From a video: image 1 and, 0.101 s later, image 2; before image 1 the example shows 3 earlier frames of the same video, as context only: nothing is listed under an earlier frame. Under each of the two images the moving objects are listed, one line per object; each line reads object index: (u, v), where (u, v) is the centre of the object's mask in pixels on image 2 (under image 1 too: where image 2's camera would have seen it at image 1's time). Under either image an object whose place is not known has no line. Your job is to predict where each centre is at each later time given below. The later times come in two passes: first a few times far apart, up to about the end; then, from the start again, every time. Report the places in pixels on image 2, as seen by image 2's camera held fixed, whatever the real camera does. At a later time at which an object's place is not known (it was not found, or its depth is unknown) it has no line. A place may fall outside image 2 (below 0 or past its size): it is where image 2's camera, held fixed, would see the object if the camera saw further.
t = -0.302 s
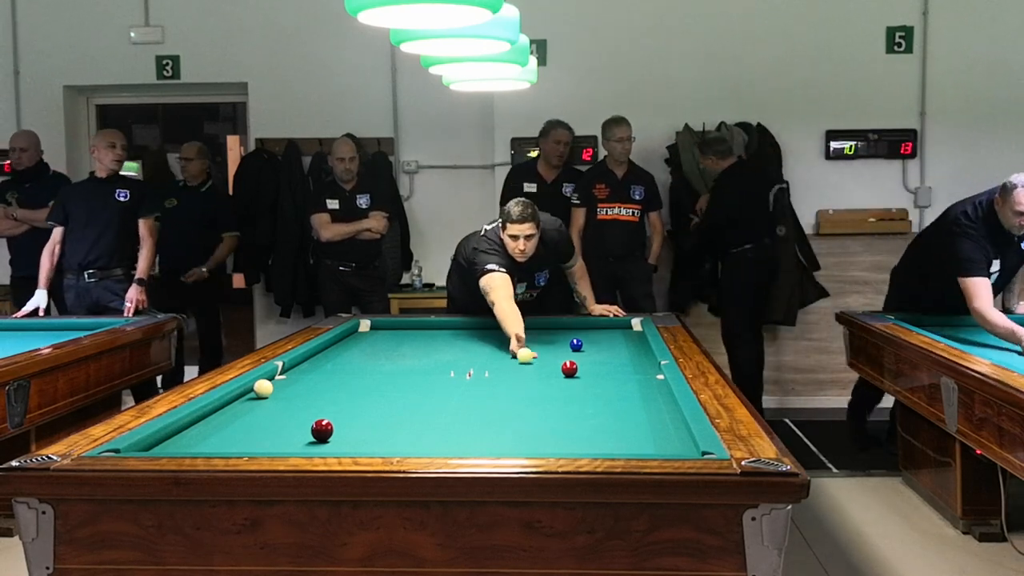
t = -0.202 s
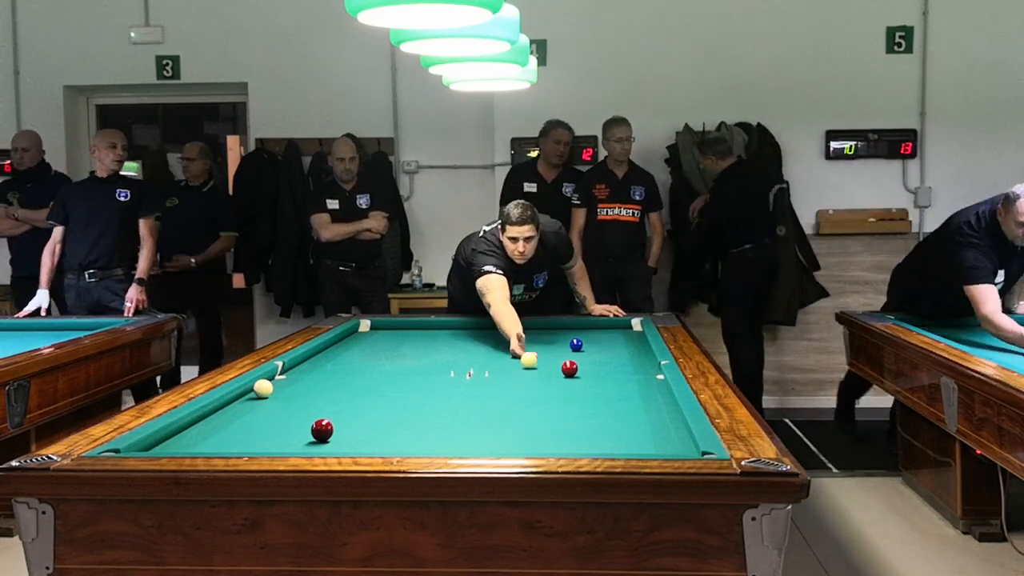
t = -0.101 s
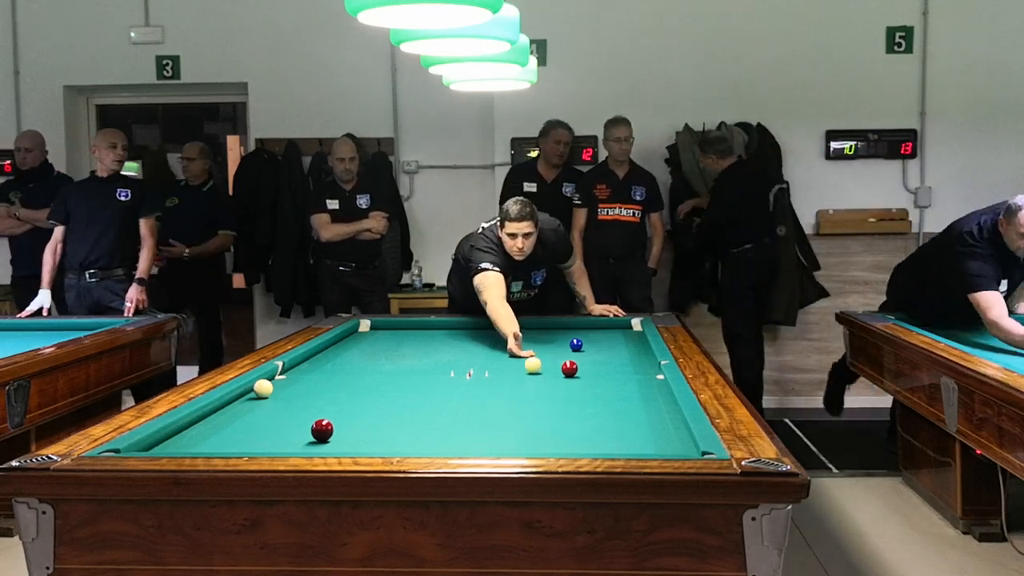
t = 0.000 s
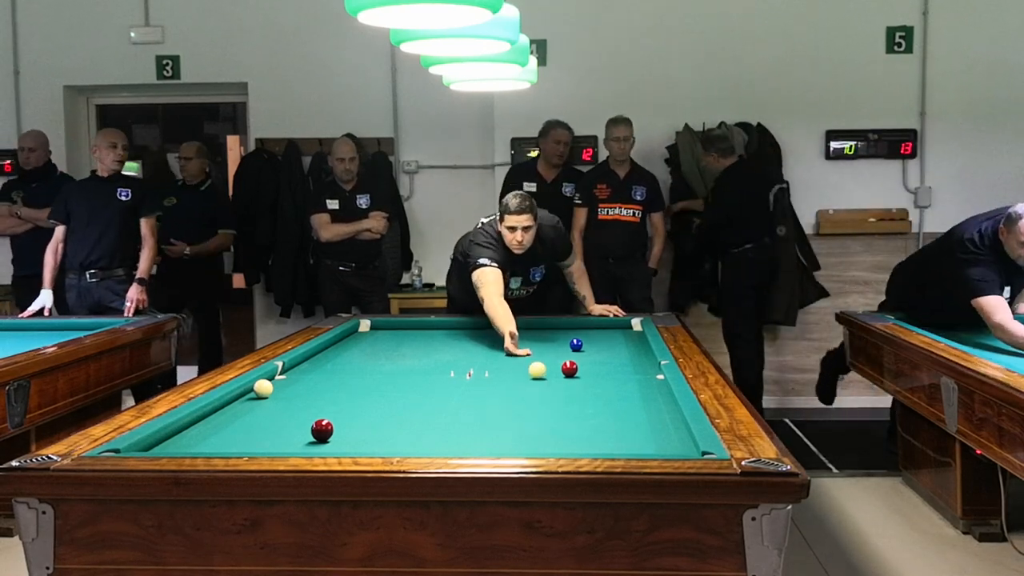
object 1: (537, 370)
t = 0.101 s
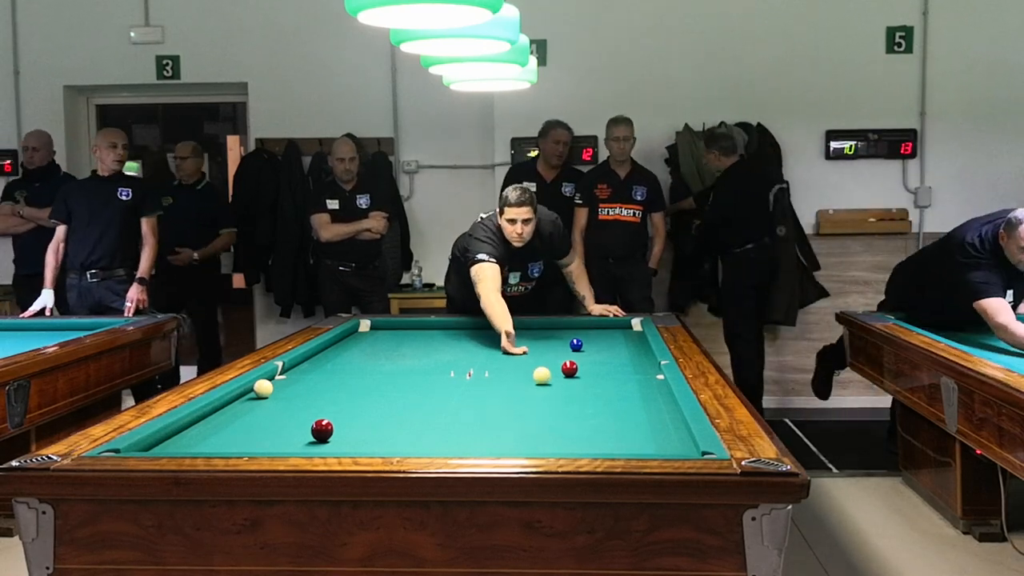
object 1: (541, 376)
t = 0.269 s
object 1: (550, 385)
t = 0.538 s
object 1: (565, 403)
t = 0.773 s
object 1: (581, 422)
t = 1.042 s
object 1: (602, 444)
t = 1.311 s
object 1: (620, 446)
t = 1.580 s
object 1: (631, 432)
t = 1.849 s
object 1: (640, 417)
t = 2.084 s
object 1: (647, 405)
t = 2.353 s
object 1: (654, 394)
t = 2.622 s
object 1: (656, 384)
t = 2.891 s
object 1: (648, 376)
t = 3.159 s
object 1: (641, 369)
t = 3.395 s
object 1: (636, 363)
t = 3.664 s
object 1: (630, 357)
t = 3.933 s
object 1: (625, 351)
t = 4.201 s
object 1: (620, 347)
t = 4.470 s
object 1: (616, 342)
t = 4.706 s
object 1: (613, 339)
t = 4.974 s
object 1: (609, 334)
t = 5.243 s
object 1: (605, 331)
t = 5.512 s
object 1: (602, 328)
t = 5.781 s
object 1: (599, 325)
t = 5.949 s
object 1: (597, 324)
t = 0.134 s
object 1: (543, 377)
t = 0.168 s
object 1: (544, 379)
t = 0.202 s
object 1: (546, 381)
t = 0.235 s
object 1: (548, 383)
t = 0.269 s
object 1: (550, 385)
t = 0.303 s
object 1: (551, 387)
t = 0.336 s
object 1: (553, 389)
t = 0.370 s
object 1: (555, 391)
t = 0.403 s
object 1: (557, 394)
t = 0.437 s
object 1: (559, 396)
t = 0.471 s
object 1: (561, 398)
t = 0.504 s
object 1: (563, 401)
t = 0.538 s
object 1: (565, 403)
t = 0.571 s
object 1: (567, 406)
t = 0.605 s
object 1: (569, 408)
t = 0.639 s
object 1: (571, 411)
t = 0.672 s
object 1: (574, 413)
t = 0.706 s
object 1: (576, 416)
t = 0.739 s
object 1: (578, 419)
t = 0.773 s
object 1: (581, 422)
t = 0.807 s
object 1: (583, 425)
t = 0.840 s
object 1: (586, 428)
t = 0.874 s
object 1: (588, 431)
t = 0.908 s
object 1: (591, 434)
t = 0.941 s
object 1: (594, 437)
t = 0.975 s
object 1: (596, 440)
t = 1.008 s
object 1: (599, 442)
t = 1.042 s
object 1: (602, 444)
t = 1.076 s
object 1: (605, 446)
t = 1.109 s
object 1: (608, 448)
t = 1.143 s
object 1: (611, 450)
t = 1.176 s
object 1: (614, 451)
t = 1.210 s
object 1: (616, 450)
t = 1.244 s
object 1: (617, 448)
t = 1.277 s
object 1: (619, 447)
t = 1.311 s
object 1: (620, 446)
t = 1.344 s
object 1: (622, 444)
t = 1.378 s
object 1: (623, 443)
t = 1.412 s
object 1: (625, 441)
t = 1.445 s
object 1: (626, 440)
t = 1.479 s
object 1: (627, 438)
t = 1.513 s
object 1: (629, 436)
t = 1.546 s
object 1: (630, 434)
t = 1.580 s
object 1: (631, 432)
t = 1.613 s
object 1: (633, 430)
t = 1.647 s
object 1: (634, 428)
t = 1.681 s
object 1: (635, 426)
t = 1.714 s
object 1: (636, 424)
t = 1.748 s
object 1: (637, 422)
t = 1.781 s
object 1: (638, 421)
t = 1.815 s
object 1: (640, 418)
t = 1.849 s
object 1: (640, 417)
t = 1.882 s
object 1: (642, 415)
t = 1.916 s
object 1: (642, 414)
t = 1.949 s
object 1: (644, 412)
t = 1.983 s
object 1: (644, 410)
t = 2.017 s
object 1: (646, 409)
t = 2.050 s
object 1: (646, 407)
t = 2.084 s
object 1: (647, 405)
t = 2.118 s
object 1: (648, 404)
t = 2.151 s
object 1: (649, 403)
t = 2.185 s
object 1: (650, 401)
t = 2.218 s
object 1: (651, 400)
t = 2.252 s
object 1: (652, 398)
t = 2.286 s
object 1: (653, 397)
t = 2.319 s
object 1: (653, 396)
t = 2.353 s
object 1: (654, 394)
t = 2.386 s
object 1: (655, 393)
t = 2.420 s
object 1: (656, 392)
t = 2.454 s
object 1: (656, 390)
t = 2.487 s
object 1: (657, 389)
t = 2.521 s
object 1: (658, 388)
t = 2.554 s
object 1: (657, 387)
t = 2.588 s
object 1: (657, 385)
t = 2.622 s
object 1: (656, 384)
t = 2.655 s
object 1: (655, 383)
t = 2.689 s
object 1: (654, 382)
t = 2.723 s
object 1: (653, 381)
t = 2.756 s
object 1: (652, 380)
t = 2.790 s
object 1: (651, 379)
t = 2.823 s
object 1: (650, 378)
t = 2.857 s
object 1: (649, 377)
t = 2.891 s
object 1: (648, 376)
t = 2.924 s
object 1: (647, 375)
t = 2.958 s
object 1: (646, 374)
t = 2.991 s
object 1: (645, 373)
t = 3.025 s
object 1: (644, 372)
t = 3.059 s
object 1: (644, 371)
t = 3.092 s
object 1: (643, 371)
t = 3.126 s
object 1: (642, 370)
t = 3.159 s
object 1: (641, 369)
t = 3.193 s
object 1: (640, 368)
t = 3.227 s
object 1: (640, 367)
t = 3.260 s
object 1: (639, 366)
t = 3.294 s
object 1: (638, 365)
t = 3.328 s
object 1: (637, 364)
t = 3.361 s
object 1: (637, 364)
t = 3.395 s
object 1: (636, 363)
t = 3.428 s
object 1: (635, 362)
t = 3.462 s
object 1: (634, 362)
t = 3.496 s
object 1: (633, 361)
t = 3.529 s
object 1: (633, 360)
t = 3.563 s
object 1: (632, 359)
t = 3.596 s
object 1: (631, 358)
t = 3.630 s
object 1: (631, 358)
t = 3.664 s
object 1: (630, 357)
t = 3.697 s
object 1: (629, 356)
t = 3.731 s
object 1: (629, 355)
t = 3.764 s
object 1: (628, 355)
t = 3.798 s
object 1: (627, 354)
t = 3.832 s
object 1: (627, 354)
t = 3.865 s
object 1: (626, 353)
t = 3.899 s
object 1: (626, 352)
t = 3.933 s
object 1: (625, 351)
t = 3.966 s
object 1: (624, 351)
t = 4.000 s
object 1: (624, 350)
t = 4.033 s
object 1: (623, 350)
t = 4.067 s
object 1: (623, 349)
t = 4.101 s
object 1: (622, 348)
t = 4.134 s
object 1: (622, 348)
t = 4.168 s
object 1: (621, 347)
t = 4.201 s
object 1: (620, 347)
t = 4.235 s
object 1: (620, 346)
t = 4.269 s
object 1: (619, 345)
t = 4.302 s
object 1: (619, 345)
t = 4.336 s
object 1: (618, 344)
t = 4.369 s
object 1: (617, 344)
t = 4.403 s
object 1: (617, 343)
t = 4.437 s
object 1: (616, 343)
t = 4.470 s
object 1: (616, 342)
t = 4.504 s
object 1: (615, 342)
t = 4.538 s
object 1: (615, 341)
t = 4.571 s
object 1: (614, 341)
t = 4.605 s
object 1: (614, 340)
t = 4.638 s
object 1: (613, 340)
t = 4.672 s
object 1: (613, 339)
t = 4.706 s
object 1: (613, 339)
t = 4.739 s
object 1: (612, 338)
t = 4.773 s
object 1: (612, 338)
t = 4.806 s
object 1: (611, 337)
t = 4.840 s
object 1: (611, 337)
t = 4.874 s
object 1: (610, 336)
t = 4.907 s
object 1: (610, 336)
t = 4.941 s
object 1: (609, 335)
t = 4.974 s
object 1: (609, 334)
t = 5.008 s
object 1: (608, 334)
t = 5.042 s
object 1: (608, 333)
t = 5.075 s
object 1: (607, 333)
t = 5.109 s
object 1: (607, 333)
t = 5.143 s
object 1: (606, 332)
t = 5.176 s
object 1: (606, 332)
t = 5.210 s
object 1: (606, 331)
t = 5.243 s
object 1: (605, 331)
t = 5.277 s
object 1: (605, 331)
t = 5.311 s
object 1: (604, 330)
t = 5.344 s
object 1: (604, 329)
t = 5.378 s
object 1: (604, 329)
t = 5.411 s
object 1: (603, 329)
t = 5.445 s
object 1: (603, 328)
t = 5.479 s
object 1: (602, 328)
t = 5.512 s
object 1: (602, 328)
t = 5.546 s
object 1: (601, 327)
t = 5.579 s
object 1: (601, 327)
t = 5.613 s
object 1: (601, 326)
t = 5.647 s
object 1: (600, 326)
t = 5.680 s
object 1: (600, 326)
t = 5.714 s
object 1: (600, 326)
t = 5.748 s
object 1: (599, 325)
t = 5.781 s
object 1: (599, 325)
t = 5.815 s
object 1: (598, 324)
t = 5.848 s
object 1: (598, 324)
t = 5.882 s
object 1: (598, 324)
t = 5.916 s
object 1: (597, 324)
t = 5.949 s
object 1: (597, 324)
